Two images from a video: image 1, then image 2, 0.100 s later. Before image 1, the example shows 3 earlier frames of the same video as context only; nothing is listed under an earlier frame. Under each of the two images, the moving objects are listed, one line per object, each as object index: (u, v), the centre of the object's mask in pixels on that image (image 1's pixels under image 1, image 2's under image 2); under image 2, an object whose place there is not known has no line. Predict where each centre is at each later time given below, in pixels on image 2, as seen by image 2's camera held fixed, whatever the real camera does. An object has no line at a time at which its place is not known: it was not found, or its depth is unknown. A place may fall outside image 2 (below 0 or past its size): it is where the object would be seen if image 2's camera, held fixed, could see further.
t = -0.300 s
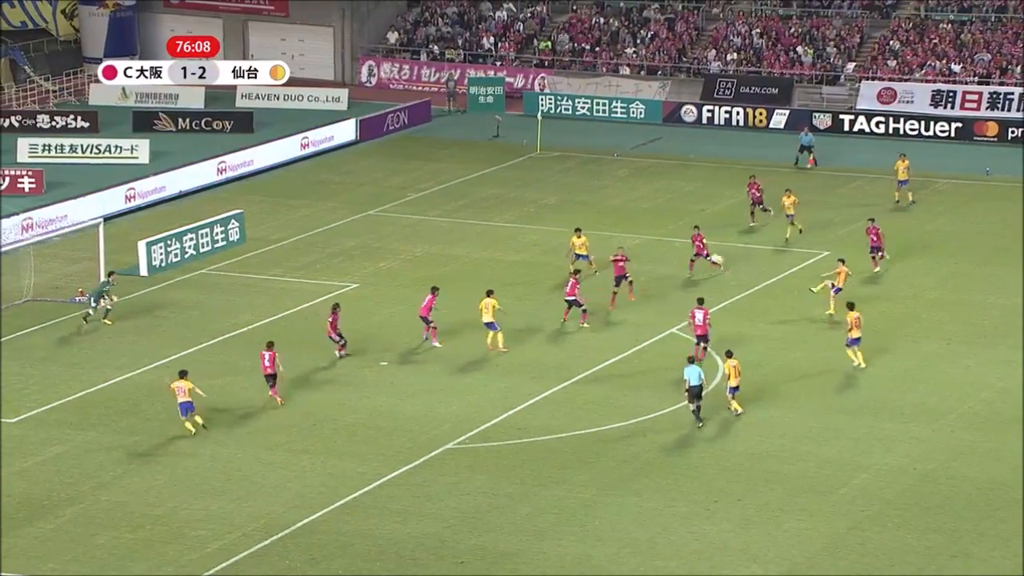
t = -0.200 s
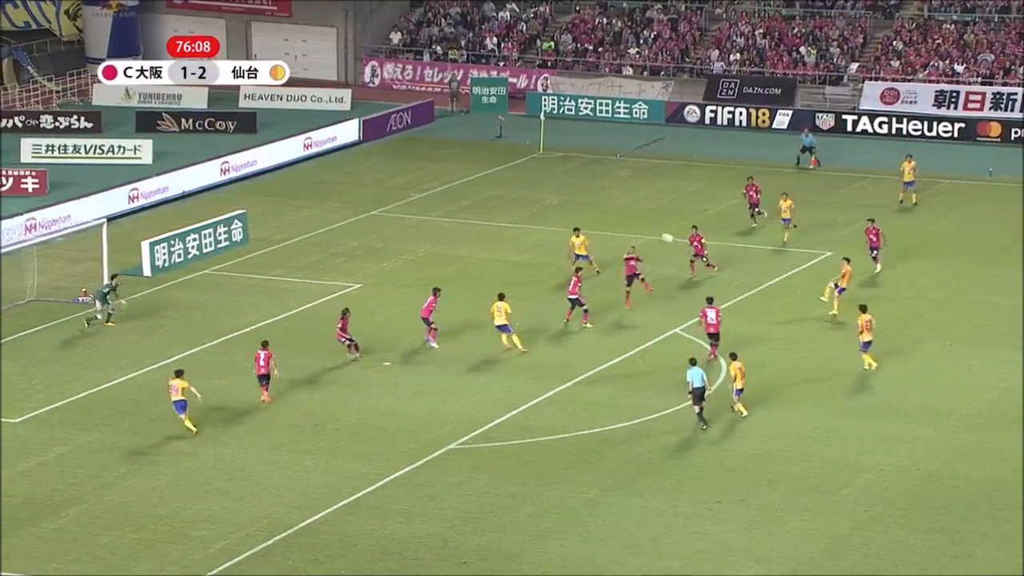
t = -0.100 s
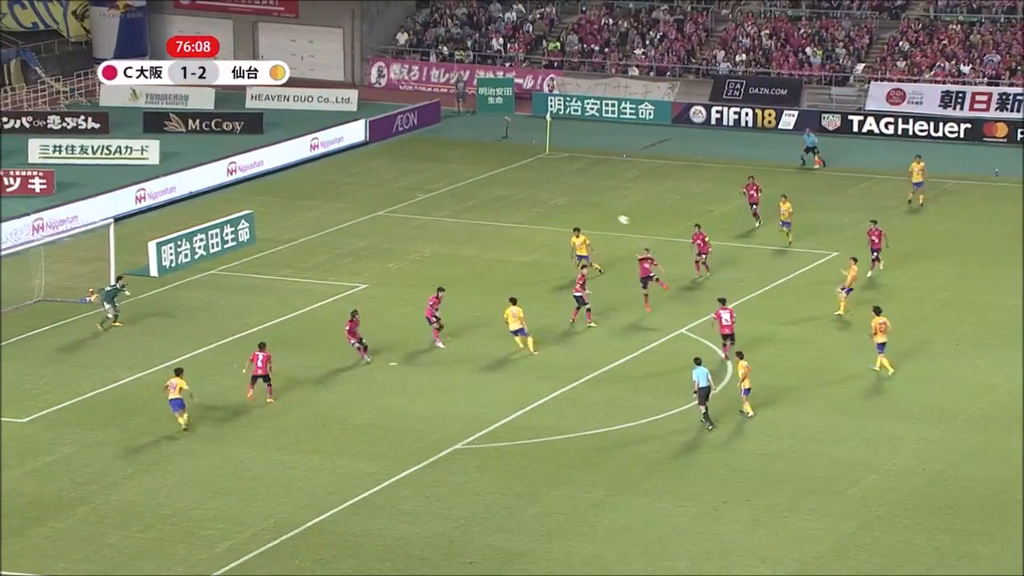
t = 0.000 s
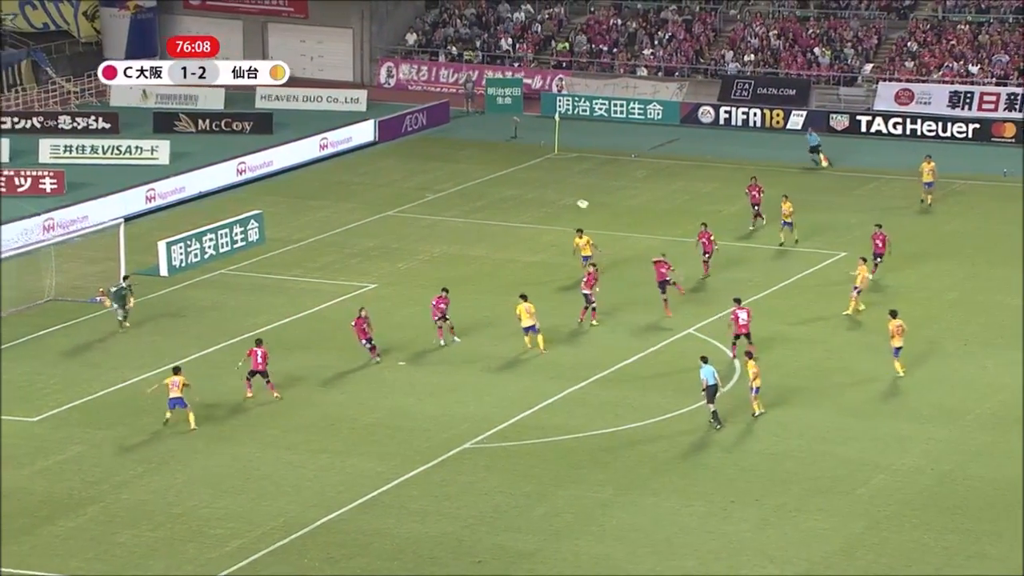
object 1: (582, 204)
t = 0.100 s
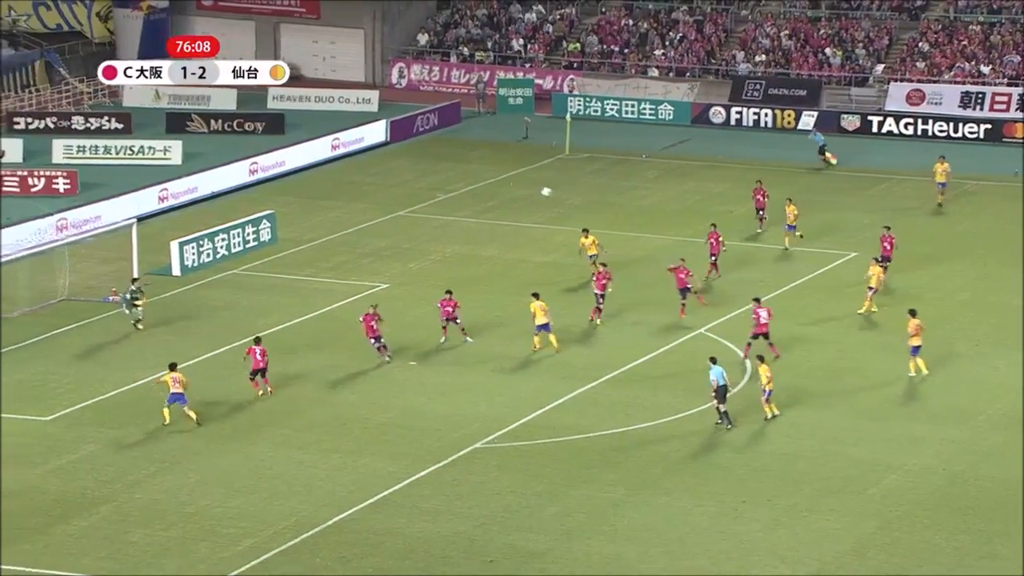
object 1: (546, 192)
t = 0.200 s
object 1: (499, 182)
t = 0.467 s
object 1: (378, 171)
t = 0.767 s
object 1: (246, 185)
